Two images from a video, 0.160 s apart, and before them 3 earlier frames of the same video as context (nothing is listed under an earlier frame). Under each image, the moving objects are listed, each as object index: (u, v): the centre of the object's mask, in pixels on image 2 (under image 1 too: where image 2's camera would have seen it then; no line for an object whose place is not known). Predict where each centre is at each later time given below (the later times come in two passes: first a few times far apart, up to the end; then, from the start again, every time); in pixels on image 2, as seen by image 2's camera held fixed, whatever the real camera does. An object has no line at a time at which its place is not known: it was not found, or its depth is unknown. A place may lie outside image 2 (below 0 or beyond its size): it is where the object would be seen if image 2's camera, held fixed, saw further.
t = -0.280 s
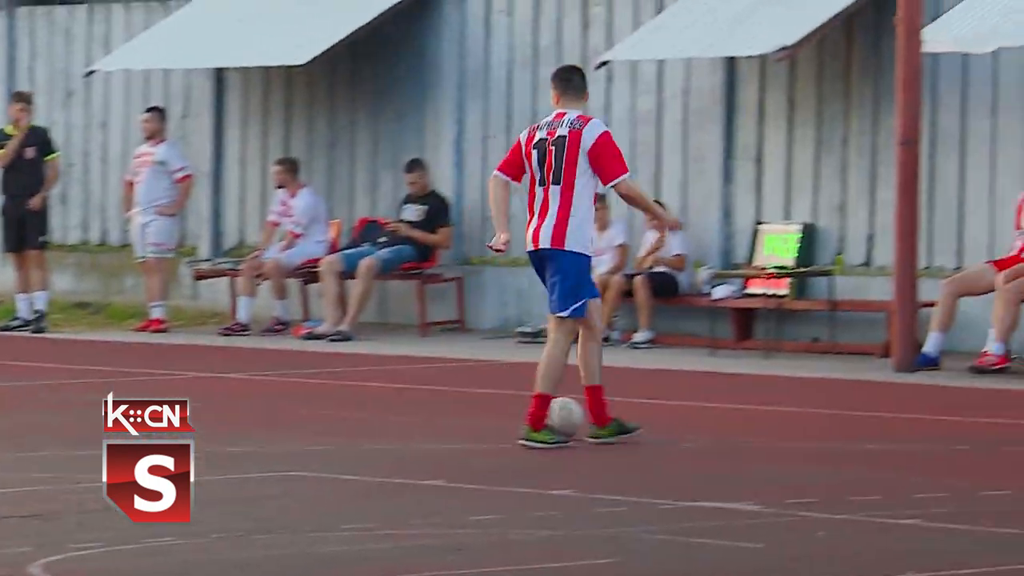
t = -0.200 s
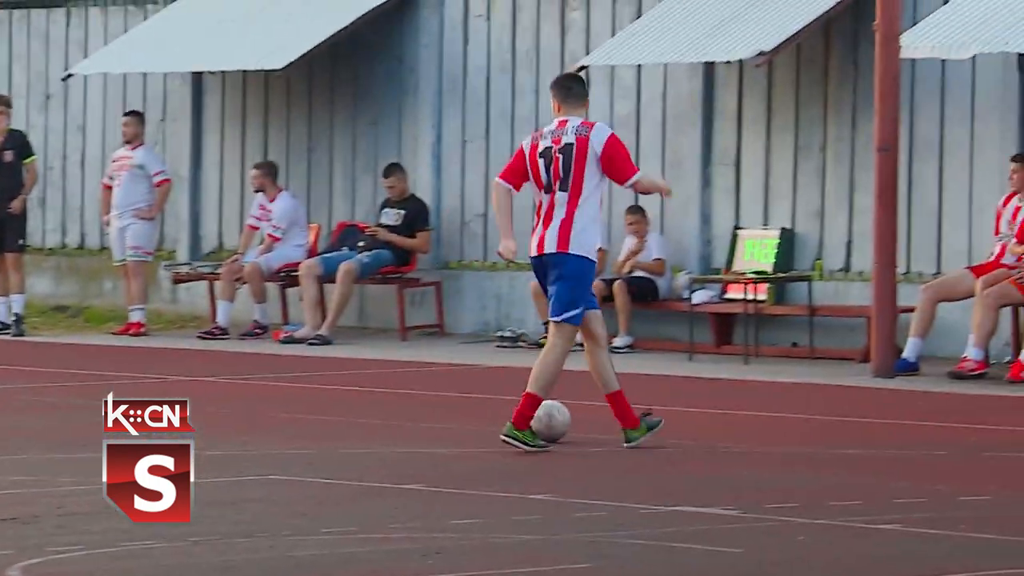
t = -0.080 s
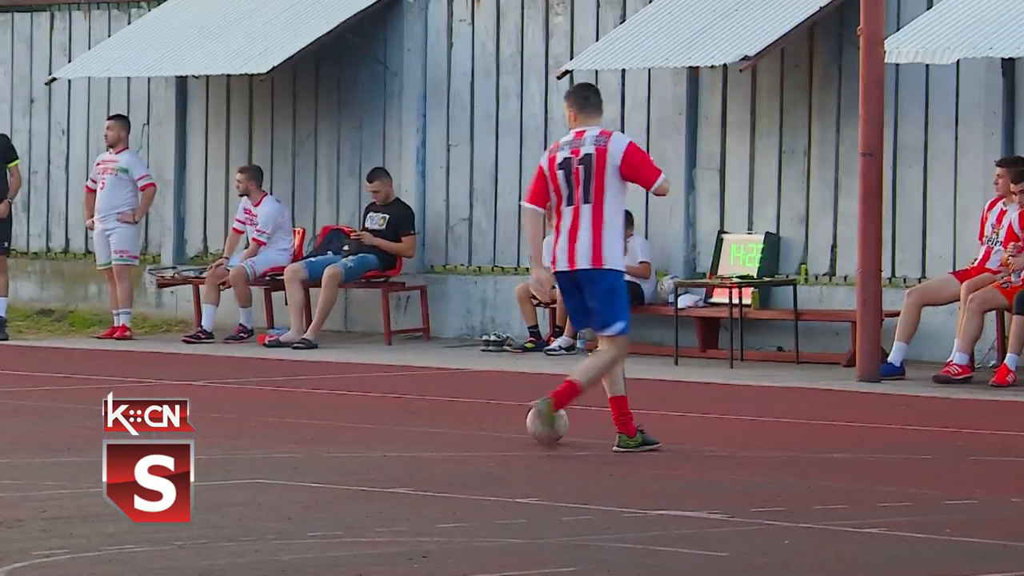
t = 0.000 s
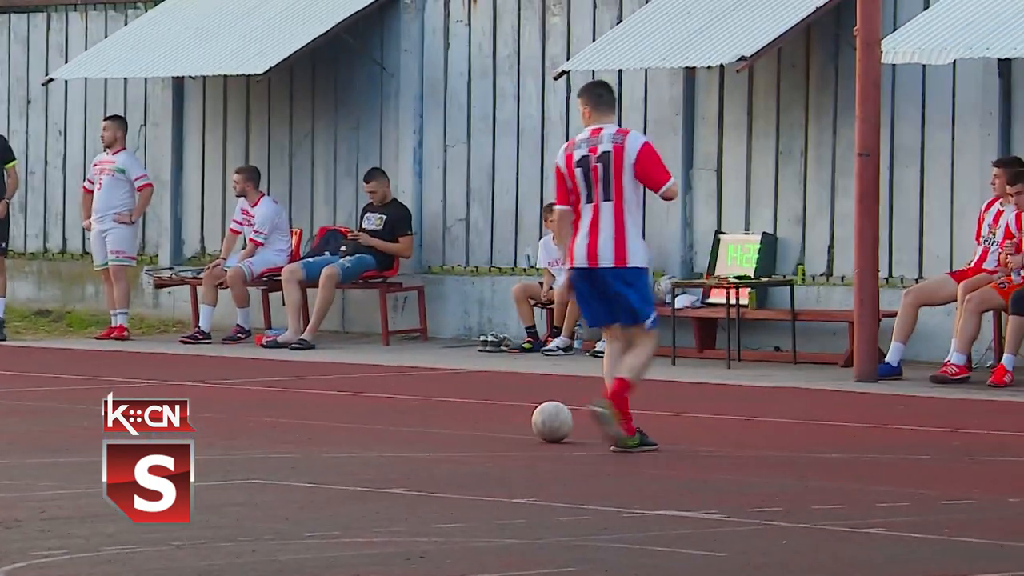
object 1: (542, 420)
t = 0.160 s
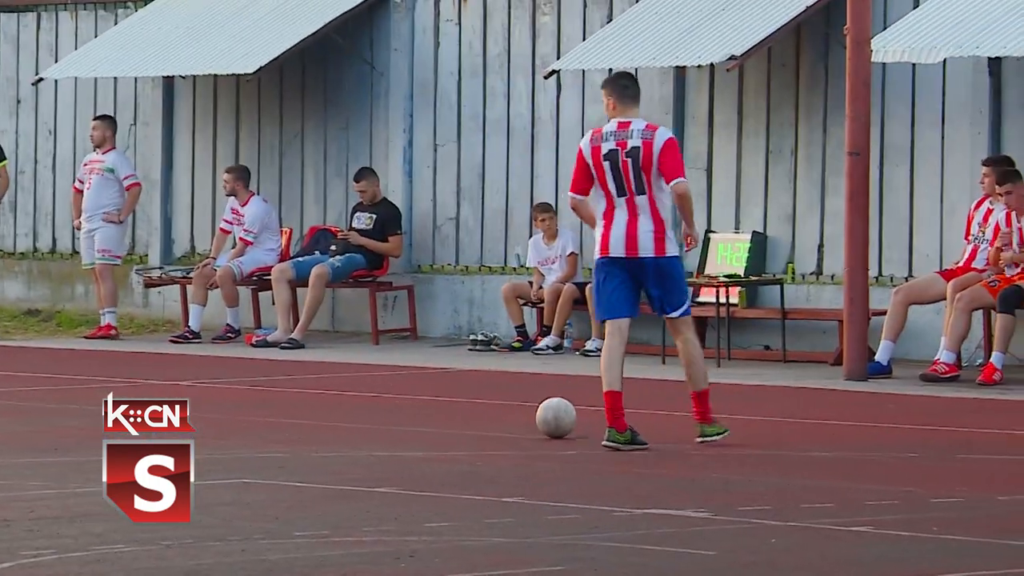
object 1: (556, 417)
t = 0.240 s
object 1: (562, 416)
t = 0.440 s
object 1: (577, 413)
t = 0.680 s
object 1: (594, 409)
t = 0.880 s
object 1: (607, 406)
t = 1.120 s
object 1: (621, 403)
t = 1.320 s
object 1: (631, 401)
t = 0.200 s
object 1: (559, 417)
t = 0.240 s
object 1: (562, 416)
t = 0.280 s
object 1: (565, 416)
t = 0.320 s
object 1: (568, 415)
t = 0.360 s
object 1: (571, 414)
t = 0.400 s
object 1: (574, 414)
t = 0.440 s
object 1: (577, 413)
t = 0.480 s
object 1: (580, 412)
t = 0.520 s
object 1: (583, 411)
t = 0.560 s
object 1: (586, 411)
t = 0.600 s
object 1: (588, 410)
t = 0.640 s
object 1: (591, 410)
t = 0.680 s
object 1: (594, 409)
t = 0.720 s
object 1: (597, 408)
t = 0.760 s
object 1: (599, 408)
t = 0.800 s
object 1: (602, 408)
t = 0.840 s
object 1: (604, 407)
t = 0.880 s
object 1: (607, 406)
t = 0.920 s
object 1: (609, 406)
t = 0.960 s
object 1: (612, 405)
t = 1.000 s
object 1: (614, 405)
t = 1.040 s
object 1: (617, 405)
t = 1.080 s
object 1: (619, 404)
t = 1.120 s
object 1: (621, 403)
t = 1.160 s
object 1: (623, 403)
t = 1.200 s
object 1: (625, 402)
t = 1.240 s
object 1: (627, 402)
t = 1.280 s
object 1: (629, 401)
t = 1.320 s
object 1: (631, 401)
